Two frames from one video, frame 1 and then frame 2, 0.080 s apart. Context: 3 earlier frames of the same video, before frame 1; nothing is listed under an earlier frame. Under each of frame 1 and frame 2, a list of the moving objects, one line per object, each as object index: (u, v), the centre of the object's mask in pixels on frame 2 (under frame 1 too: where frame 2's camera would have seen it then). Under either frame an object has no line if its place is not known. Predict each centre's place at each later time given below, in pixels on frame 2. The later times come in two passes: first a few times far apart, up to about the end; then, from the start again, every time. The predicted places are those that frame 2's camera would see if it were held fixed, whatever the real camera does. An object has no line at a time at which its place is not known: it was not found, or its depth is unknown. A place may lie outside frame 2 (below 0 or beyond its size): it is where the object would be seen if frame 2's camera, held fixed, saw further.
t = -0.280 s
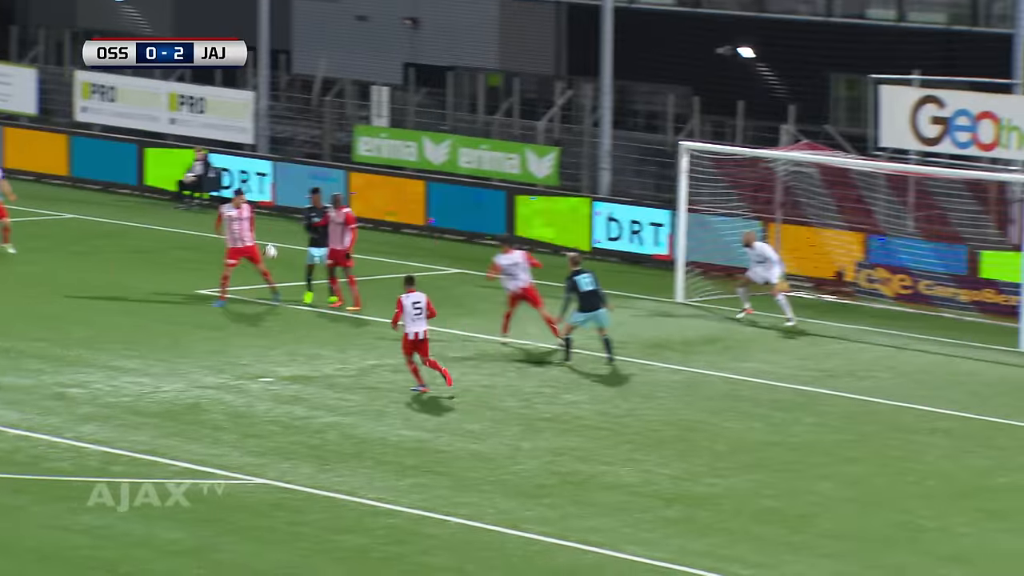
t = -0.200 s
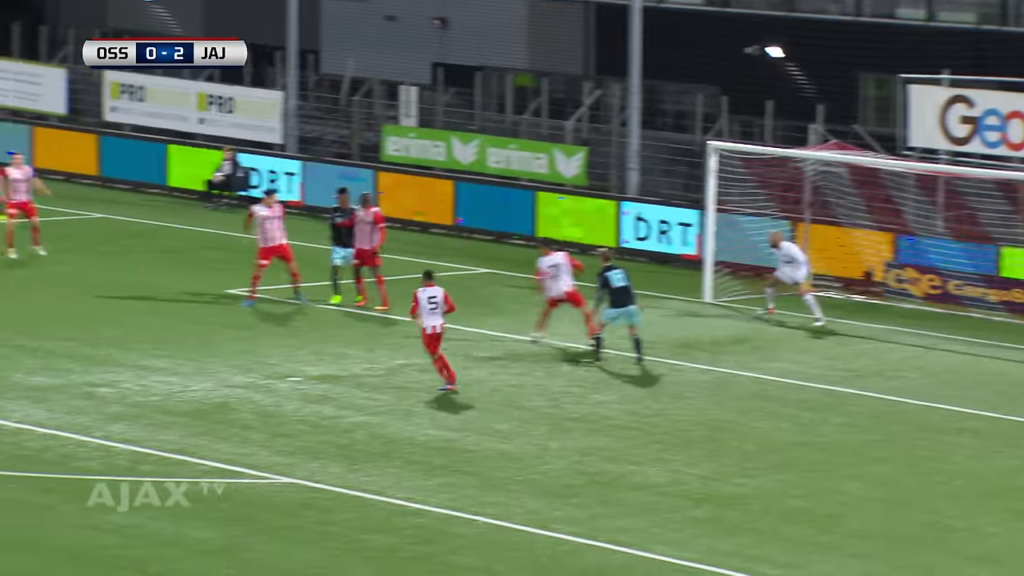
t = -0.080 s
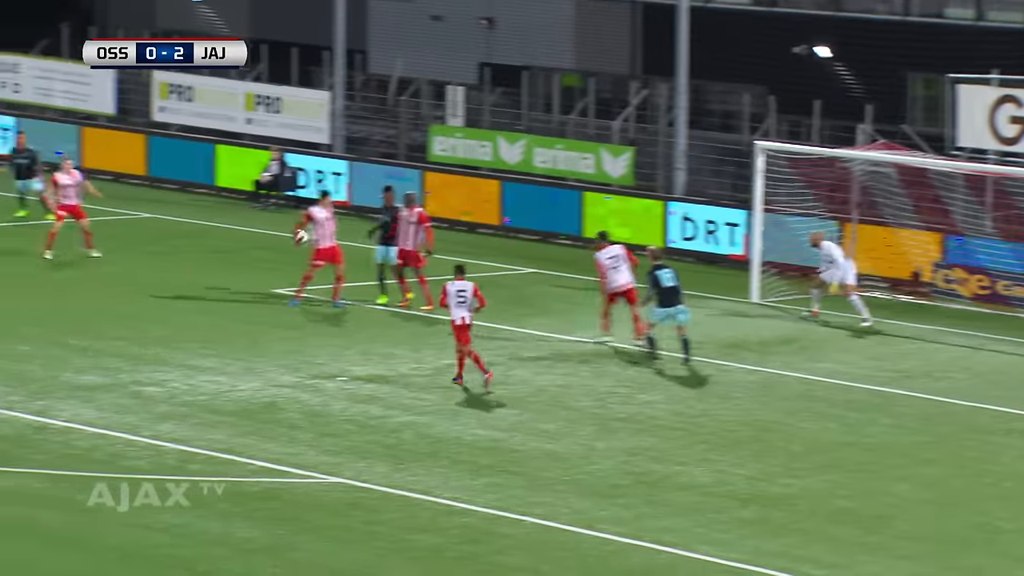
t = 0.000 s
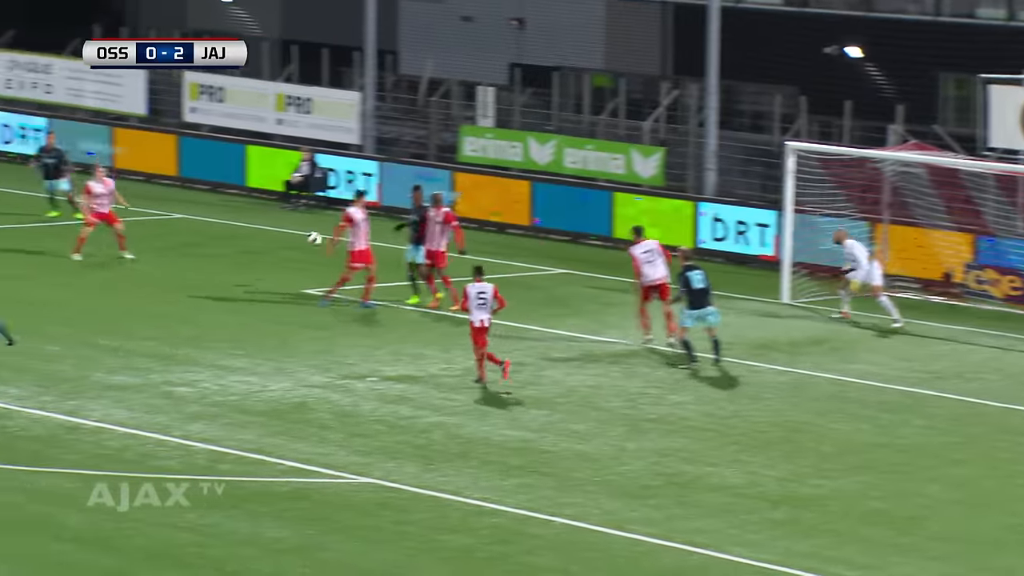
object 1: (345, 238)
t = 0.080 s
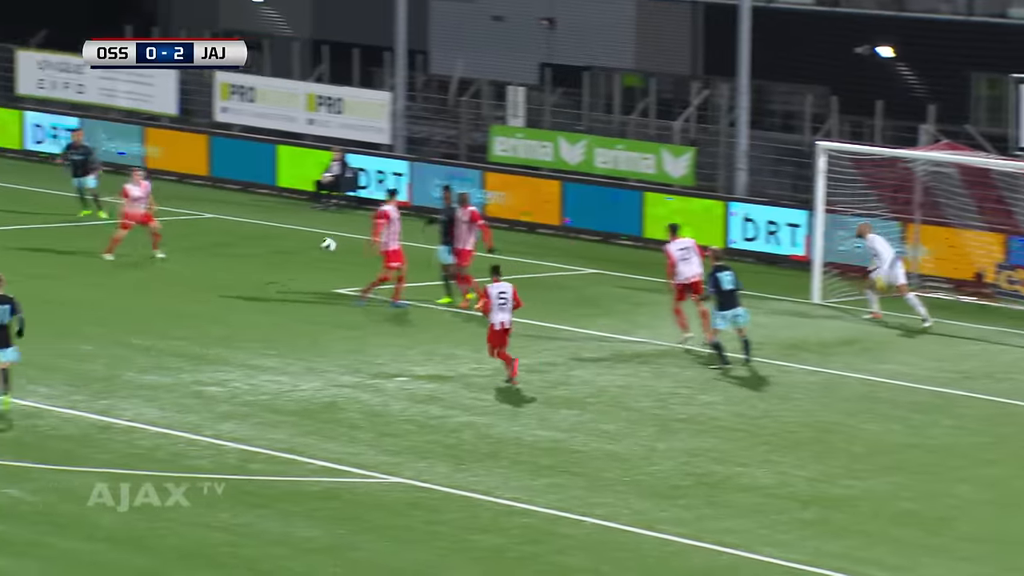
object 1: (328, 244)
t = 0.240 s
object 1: (297, 269)
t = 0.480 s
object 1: (250, 242)
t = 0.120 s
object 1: (320, 249)
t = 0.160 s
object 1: (313, 255)
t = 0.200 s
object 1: (305, 261)
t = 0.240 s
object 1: (297, 269)
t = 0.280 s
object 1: (290, 267)
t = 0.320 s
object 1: (281, 260)
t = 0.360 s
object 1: (274, 253)
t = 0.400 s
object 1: (266, 249)
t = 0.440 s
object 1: (258, 245)
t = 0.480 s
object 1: (250, 242)
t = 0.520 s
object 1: (243, 240)
